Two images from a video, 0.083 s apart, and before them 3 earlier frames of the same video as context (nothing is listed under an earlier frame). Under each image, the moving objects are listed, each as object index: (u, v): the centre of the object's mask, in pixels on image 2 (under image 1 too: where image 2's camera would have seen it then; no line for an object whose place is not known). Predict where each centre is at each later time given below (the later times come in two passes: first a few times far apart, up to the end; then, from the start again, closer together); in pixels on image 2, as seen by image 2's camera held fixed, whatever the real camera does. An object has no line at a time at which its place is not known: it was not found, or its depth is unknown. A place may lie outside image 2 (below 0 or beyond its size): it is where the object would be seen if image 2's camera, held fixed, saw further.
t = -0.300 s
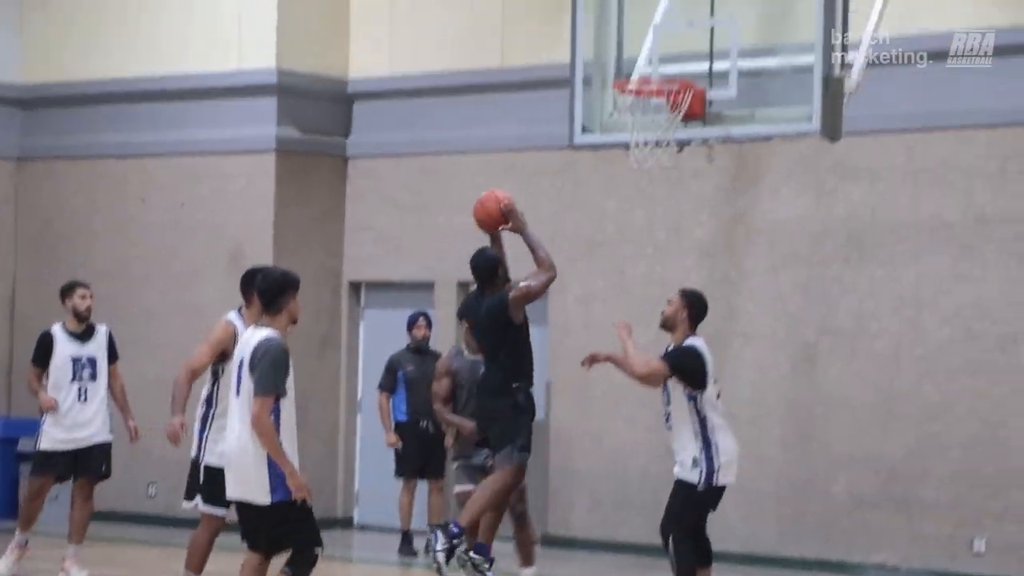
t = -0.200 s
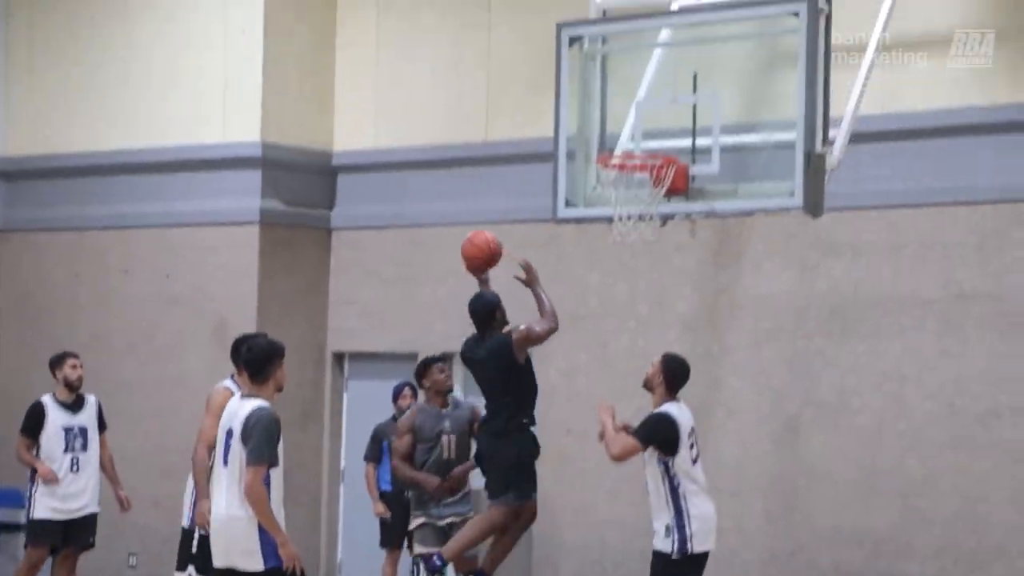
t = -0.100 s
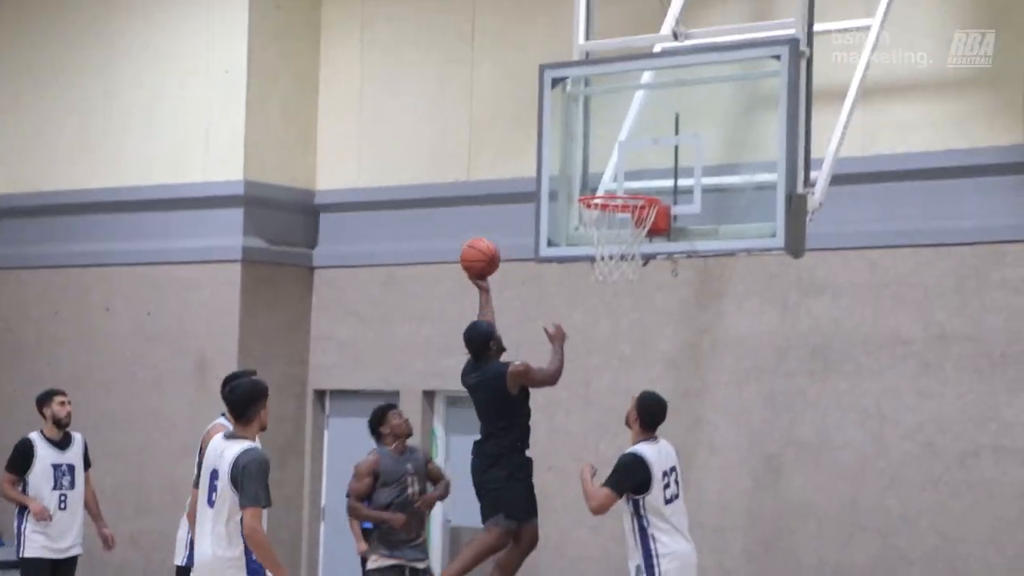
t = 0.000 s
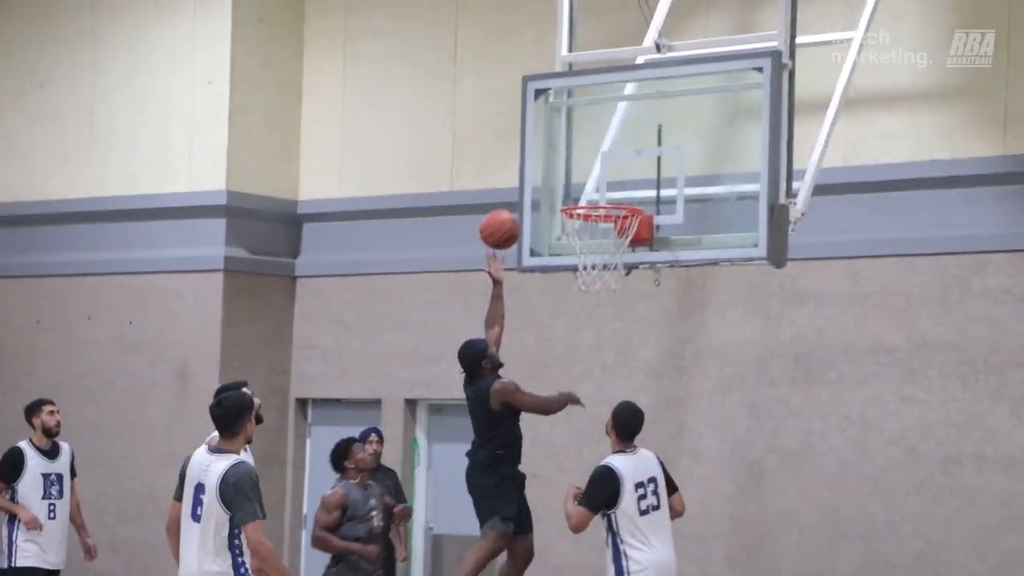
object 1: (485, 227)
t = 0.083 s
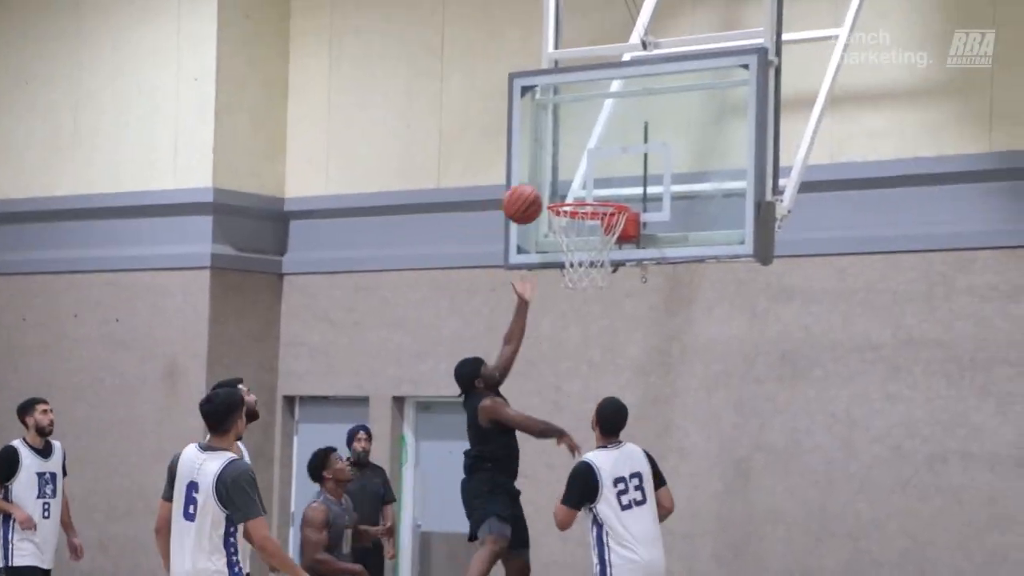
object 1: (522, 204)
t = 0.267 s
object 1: (598, 188)
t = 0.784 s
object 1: (580, 329)
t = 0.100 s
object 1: (528, 201)
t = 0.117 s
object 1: (536, 198)
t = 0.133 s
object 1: (542, 195)
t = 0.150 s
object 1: (549, 191)
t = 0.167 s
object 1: (558, 189)
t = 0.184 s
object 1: (566, 188)
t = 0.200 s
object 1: (573, 187)
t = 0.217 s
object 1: (579, 187)
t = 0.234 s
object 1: (586, 188)
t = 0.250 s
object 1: (594, 188)
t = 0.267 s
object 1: (598, 188)
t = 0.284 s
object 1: (599, 188)
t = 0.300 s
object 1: (599, 187)
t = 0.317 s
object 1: (599, 187)
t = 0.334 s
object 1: (599, 187)
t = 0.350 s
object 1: (598, 186)
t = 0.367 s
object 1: (597, 185)
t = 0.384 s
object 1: (596, 184)
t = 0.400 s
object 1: (596, 185)
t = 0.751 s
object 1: (582, 307)
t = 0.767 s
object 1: (581, 318)
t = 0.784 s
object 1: (580, 329)
